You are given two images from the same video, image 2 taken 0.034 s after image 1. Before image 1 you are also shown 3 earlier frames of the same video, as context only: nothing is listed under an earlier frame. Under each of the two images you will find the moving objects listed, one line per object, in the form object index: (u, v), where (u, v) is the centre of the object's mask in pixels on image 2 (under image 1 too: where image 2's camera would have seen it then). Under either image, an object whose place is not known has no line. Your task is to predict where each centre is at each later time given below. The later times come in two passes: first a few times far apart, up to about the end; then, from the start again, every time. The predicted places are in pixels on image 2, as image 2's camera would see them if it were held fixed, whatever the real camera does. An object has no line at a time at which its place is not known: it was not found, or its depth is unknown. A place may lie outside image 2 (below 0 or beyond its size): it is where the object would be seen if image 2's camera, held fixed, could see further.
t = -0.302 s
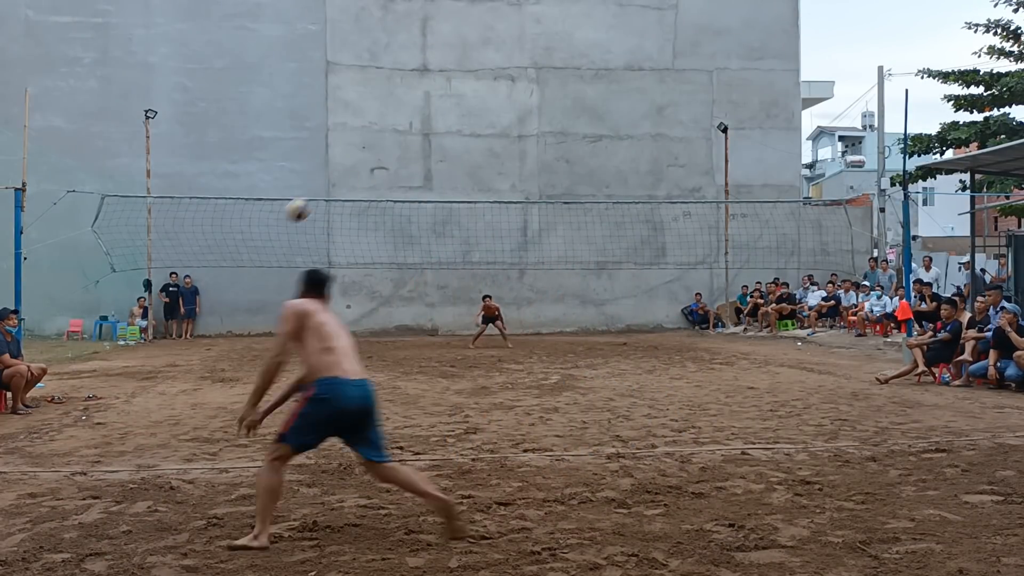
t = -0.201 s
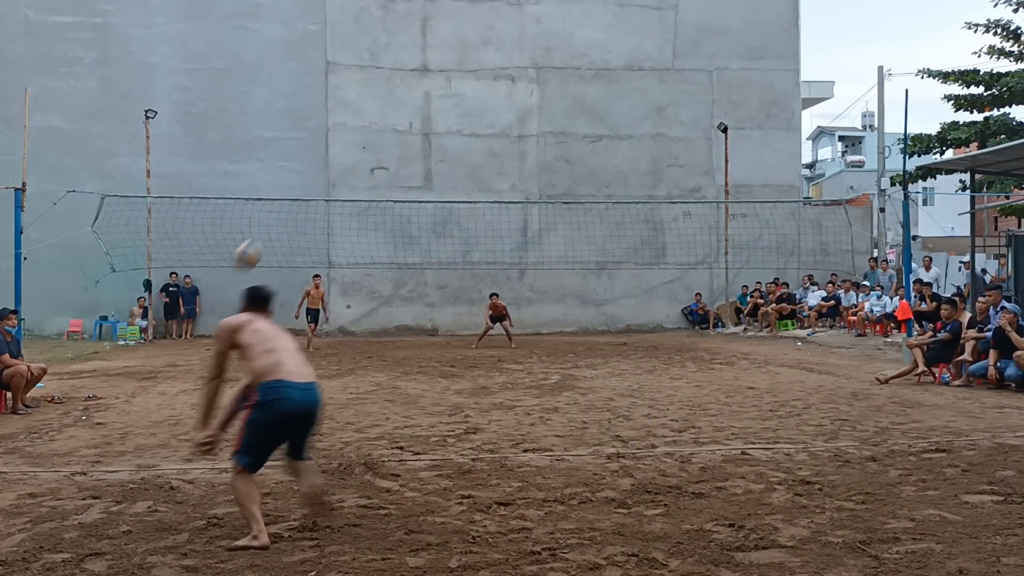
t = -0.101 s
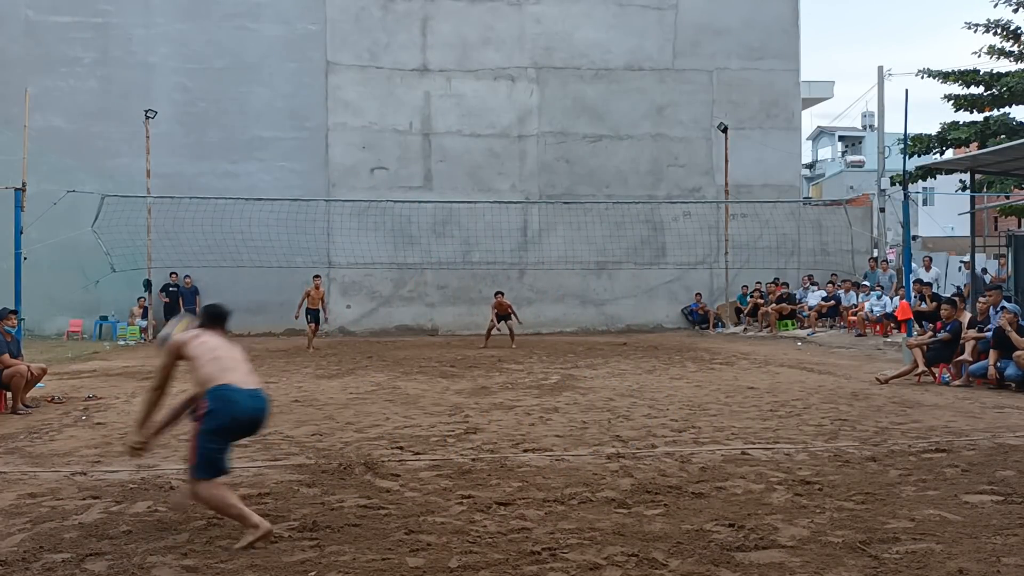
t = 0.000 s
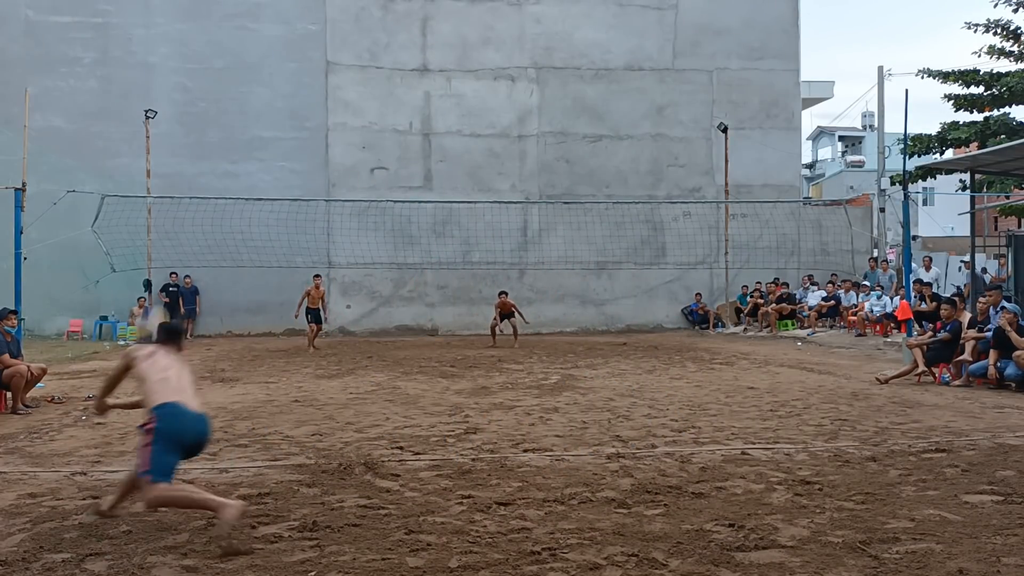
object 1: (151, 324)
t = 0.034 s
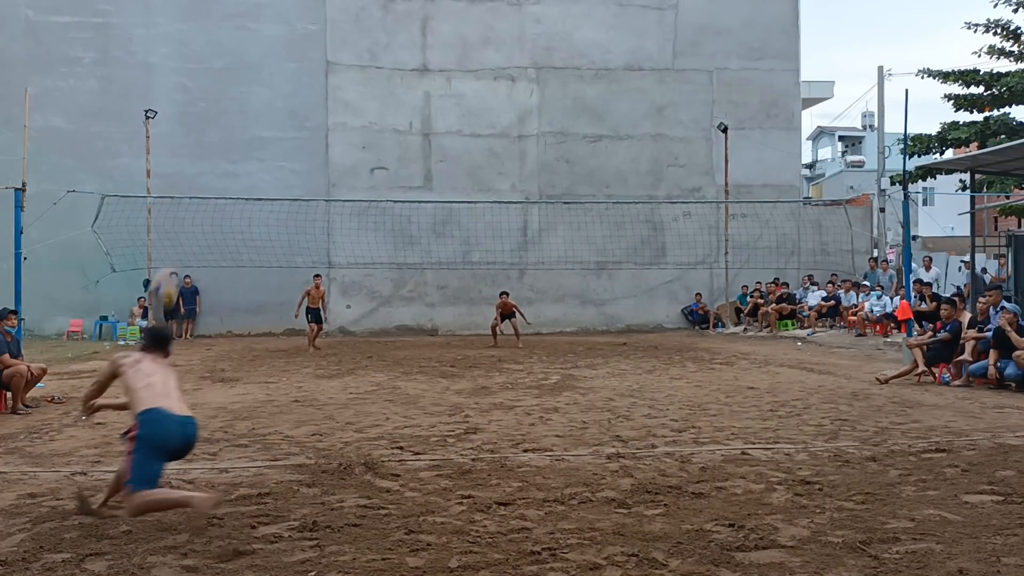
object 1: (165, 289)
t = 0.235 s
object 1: (230, 129)
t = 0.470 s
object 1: (281, 57)
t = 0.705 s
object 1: (318, 46)
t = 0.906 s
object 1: (344, 67)
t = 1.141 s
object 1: (368, 114)
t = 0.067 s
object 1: (177, 247)
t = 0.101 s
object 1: (190, 217)
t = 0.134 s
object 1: (200, 192)
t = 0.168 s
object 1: (212, 168)
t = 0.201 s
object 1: (222, 148)
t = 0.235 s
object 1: (230, 129)
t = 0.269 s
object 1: (238, 113)
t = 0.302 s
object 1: (247, 99)
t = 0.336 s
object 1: (254, 88)
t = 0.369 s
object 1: (262, 78)
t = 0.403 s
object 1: (269, 70)
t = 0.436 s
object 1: (275, 62)
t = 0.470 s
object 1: (281, 57)
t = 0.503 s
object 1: (287, 52)
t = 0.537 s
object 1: (293, 49)
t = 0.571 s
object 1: (298, 47)
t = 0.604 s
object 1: (304, 45)
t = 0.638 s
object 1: (309, 45)
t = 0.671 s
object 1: (314, 45)
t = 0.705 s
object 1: (318, 46)
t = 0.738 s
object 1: (323, 48)
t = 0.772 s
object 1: (327, 51)
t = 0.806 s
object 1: (332, 54)
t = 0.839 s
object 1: (336, 58)
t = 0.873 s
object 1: (340, 62)
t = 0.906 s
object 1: (344, 67)
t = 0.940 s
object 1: (347, 72)
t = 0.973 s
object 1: (351, 78)
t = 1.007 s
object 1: (355, 85)
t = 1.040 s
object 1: (358, 91)
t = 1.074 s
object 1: (362, 99)
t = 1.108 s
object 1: (364, 106)
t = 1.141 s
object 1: (368, 114)
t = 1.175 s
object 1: (371, 122)
